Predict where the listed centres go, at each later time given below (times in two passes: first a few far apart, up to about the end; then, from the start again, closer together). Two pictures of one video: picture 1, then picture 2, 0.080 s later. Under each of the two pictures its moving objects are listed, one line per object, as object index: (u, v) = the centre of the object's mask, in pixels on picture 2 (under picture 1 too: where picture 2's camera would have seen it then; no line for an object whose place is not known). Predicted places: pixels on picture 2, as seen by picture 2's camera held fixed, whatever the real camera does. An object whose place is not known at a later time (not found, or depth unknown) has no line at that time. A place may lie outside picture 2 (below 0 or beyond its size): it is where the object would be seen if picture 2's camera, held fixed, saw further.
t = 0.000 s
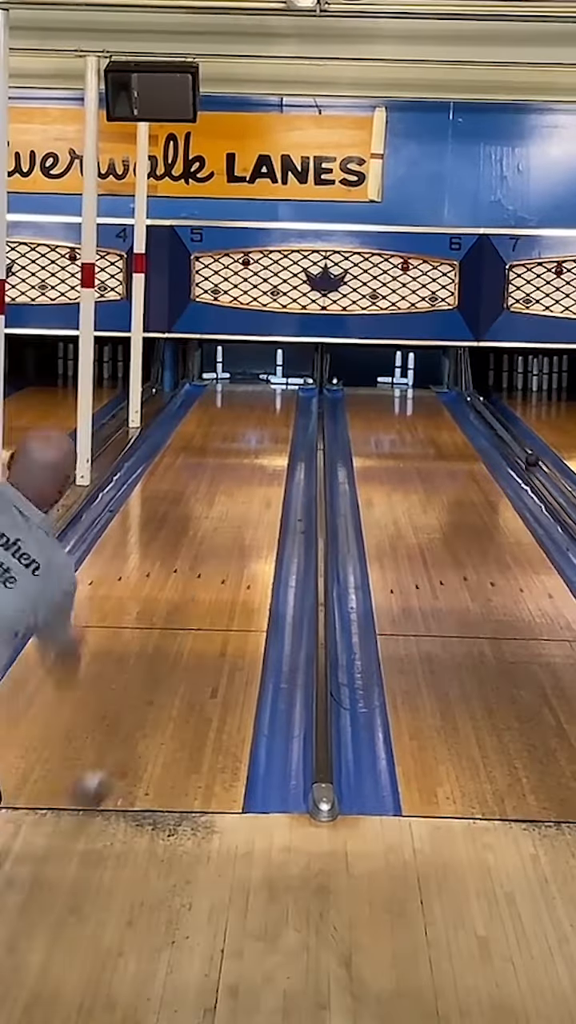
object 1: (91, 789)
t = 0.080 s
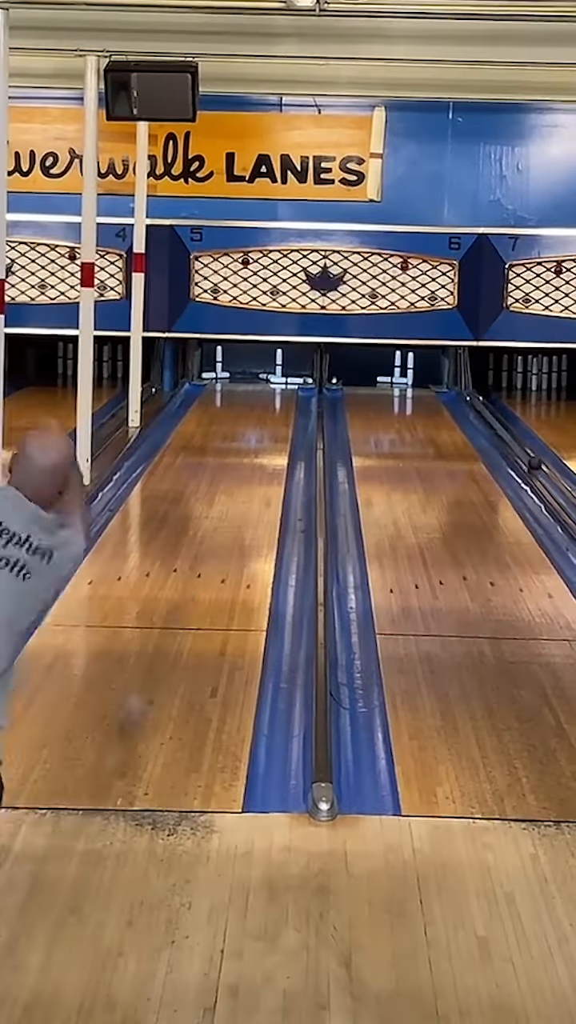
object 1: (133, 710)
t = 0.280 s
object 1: (193, 584)
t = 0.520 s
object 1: (235, 496)
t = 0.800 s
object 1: (265, 439)
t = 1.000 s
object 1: (281, 416)
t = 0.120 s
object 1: (144, 676)
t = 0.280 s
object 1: (193, 584)
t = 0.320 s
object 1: (202, 565)
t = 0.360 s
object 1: (209, 551)
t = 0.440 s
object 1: (224, 519)
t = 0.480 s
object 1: (230, 509)
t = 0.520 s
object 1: (235, 496)
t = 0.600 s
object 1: (246, 479)
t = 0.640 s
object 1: (250, 473)
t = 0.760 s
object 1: (261, 446)
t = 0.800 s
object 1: (265, 439)
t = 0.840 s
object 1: (269, 436)
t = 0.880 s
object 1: (273, 426)
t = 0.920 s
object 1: (277, 422)
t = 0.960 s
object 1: (277, 418)
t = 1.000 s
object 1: (281, 416)
